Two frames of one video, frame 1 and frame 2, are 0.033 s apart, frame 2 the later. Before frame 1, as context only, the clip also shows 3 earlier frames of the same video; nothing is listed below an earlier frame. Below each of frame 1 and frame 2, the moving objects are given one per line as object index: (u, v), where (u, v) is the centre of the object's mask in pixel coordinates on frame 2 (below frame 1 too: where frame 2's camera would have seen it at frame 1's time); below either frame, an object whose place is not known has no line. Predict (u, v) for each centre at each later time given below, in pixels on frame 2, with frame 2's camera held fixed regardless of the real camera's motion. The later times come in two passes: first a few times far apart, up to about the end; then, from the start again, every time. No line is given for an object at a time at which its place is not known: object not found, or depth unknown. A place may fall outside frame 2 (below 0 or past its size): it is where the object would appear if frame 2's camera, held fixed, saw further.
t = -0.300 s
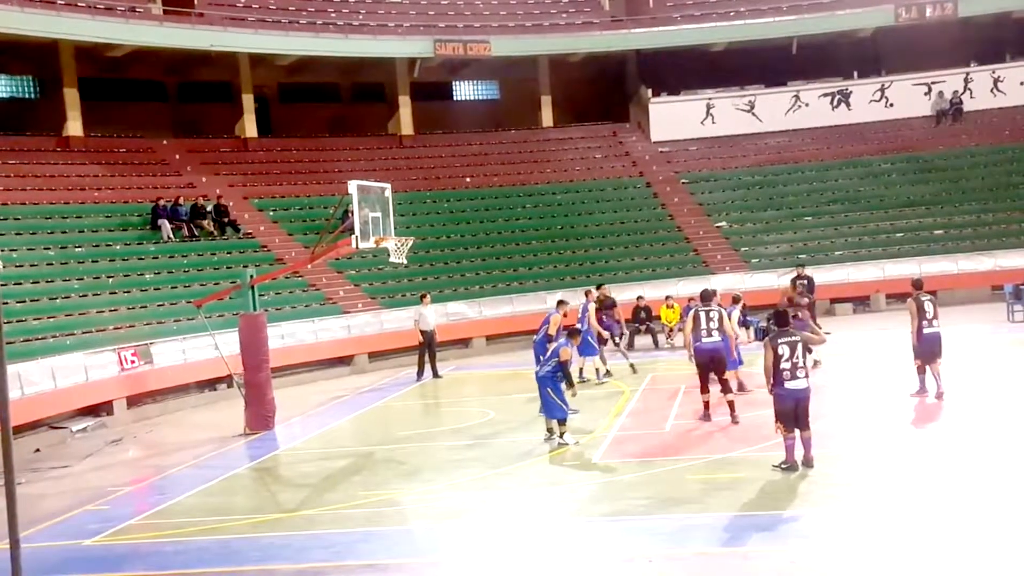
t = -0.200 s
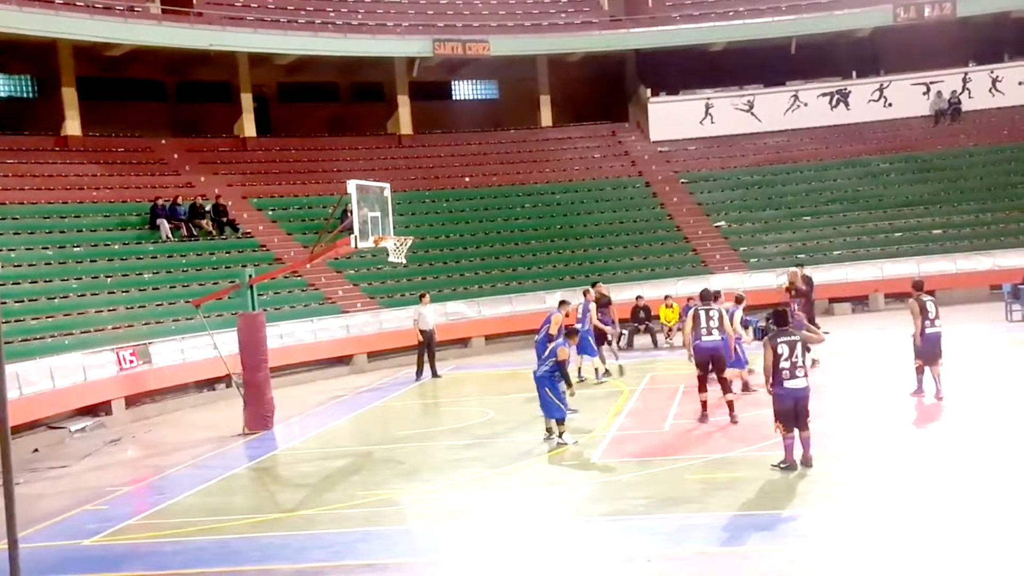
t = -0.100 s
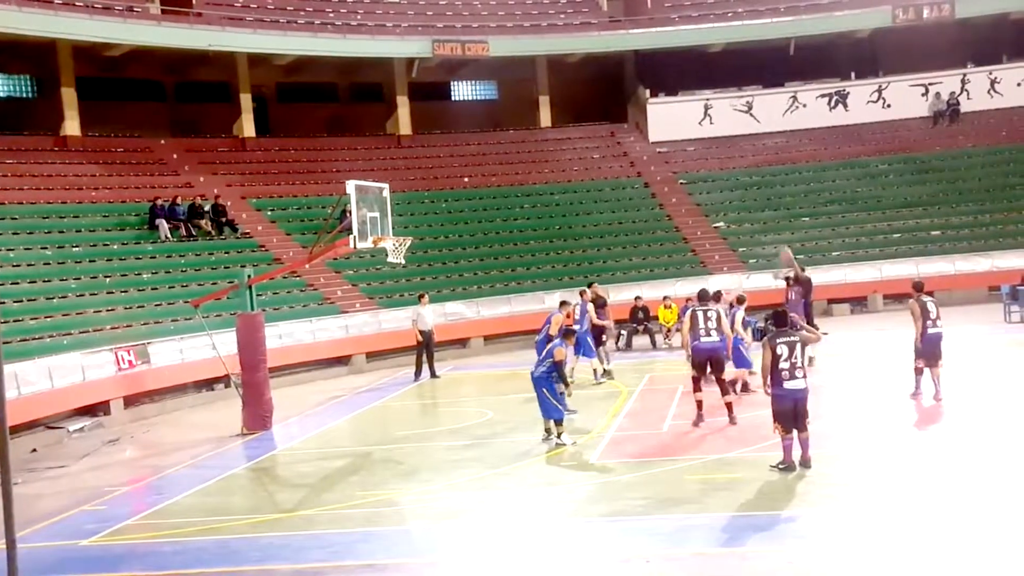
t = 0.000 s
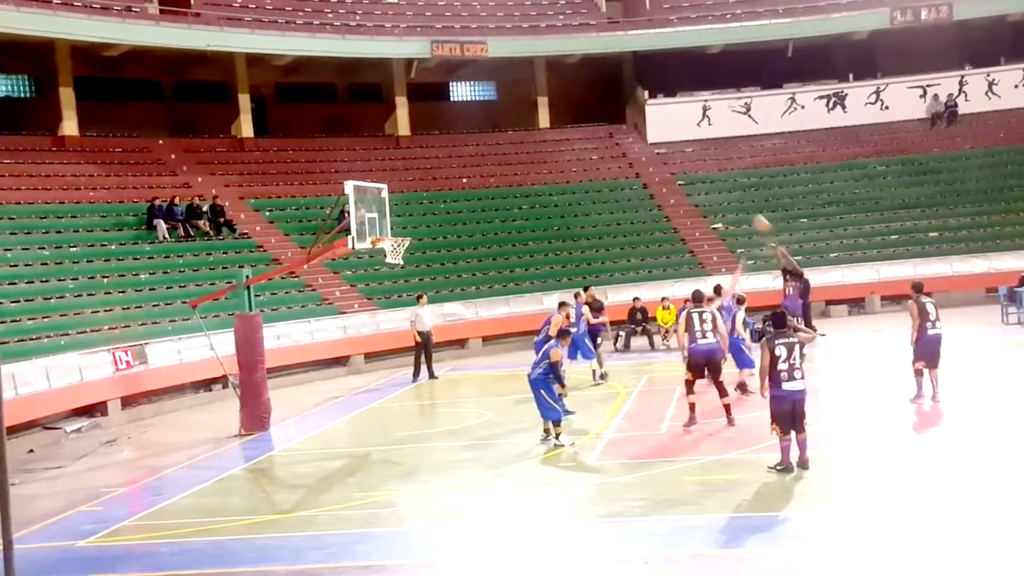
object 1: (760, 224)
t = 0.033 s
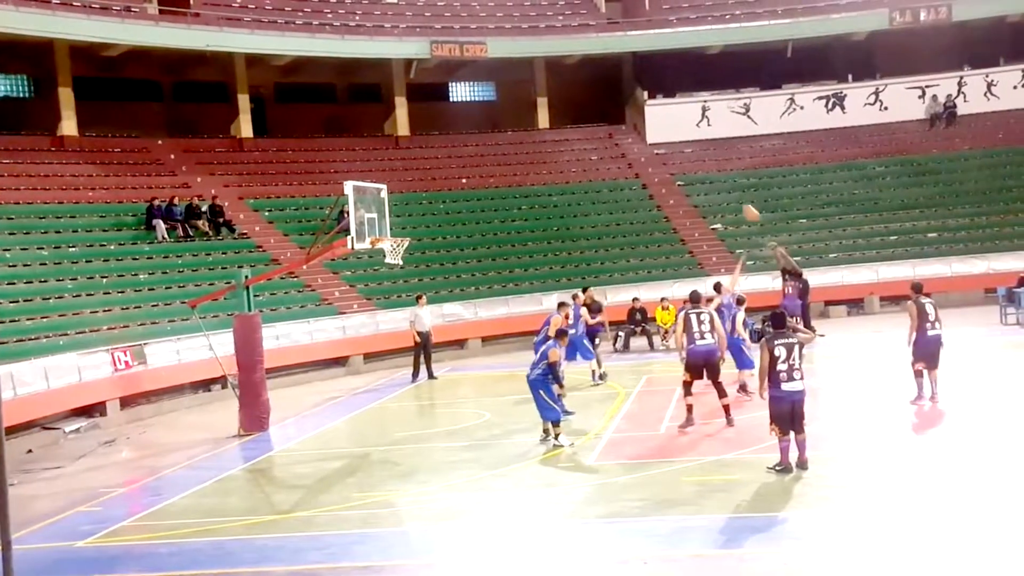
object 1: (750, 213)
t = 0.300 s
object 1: (673, 148)
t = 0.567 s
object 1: (593, 119)
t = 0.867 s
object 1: (505, 133)
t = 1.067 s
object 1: (448, 172)
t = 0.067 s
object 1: (741, 203)
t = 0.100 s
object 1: (732, 194)
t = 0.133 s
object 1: (721, 184)
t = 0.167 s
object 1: (711, 176)
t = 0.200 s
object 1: (702, 168)
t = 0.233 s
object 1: (691, 160)
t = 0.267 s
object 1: (682, 153)
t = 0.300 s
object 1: (673, 148)
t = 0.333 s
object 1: (663, 143)
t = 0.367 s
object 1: (652, 138)
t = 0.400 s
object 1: (641, 133)
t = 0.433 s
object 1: (633, 129)
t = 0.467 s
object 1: (623, 125)
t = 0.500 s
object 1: (613, 122)
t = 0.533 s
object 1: (603, 121)
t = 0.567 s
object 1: (593, 119)
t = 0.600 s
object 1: (583, 119)
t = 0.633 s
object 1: (573, 118)
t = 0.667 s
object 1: (563, 118)
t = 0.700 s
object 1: (556, 119)
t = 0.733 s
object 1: (544, 121)
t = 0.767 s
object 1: (533, 123)
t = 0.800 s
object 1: (525, 125)
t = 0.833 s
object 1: (515, 129)
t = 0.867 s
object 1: (505, 133)
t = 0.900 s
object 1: (495, 138)
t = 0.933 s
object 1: (486, 143)
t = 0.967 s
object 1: (476, 149)
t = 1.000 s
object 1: (467, 156)
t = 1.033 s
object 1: (458, 164)
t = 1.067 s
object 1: (448, 172)
